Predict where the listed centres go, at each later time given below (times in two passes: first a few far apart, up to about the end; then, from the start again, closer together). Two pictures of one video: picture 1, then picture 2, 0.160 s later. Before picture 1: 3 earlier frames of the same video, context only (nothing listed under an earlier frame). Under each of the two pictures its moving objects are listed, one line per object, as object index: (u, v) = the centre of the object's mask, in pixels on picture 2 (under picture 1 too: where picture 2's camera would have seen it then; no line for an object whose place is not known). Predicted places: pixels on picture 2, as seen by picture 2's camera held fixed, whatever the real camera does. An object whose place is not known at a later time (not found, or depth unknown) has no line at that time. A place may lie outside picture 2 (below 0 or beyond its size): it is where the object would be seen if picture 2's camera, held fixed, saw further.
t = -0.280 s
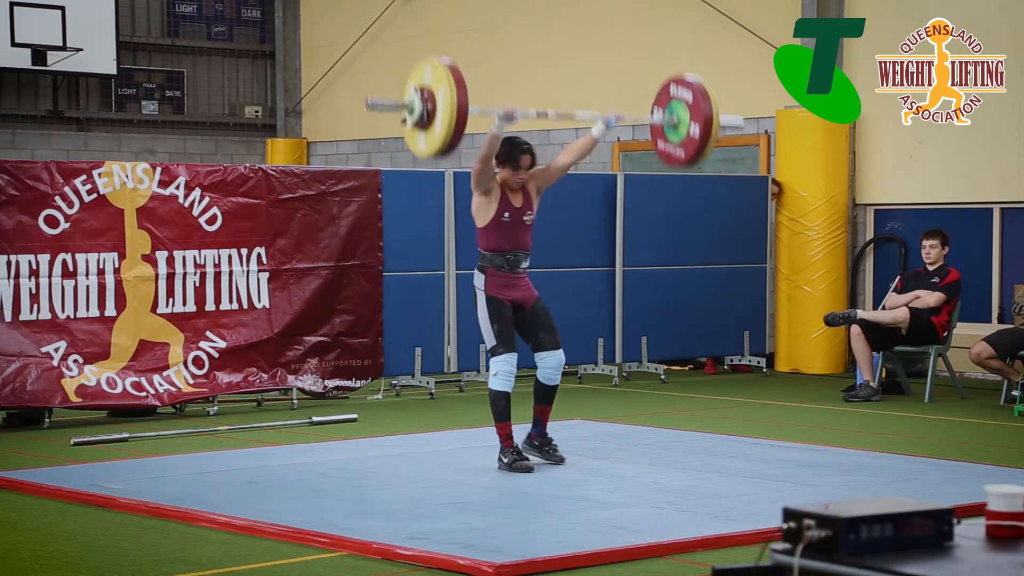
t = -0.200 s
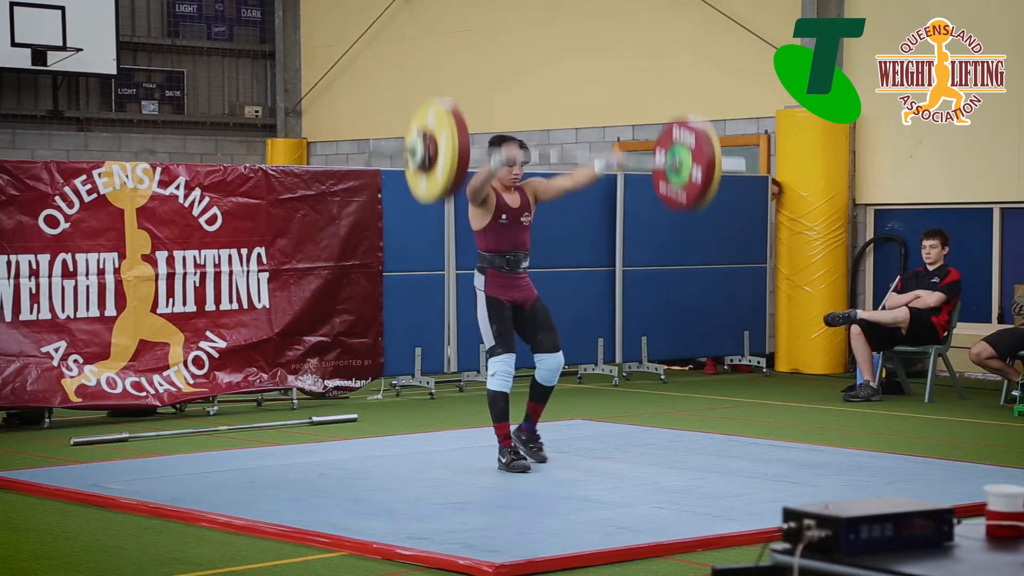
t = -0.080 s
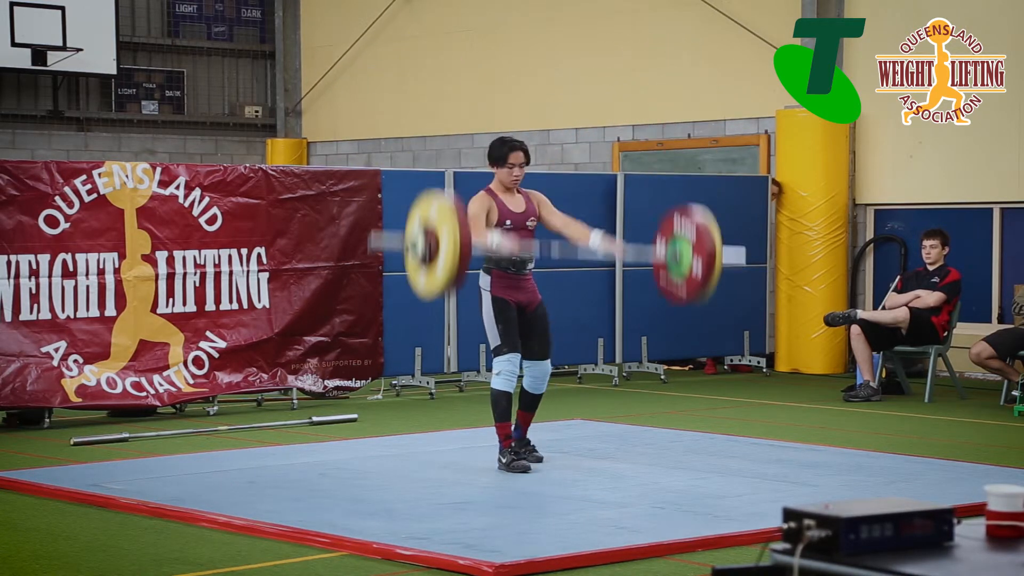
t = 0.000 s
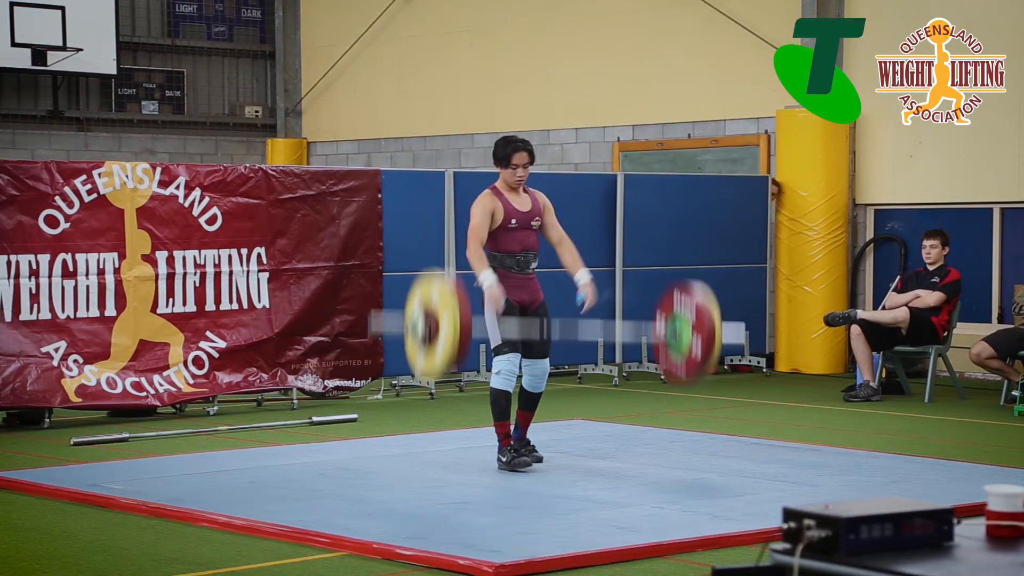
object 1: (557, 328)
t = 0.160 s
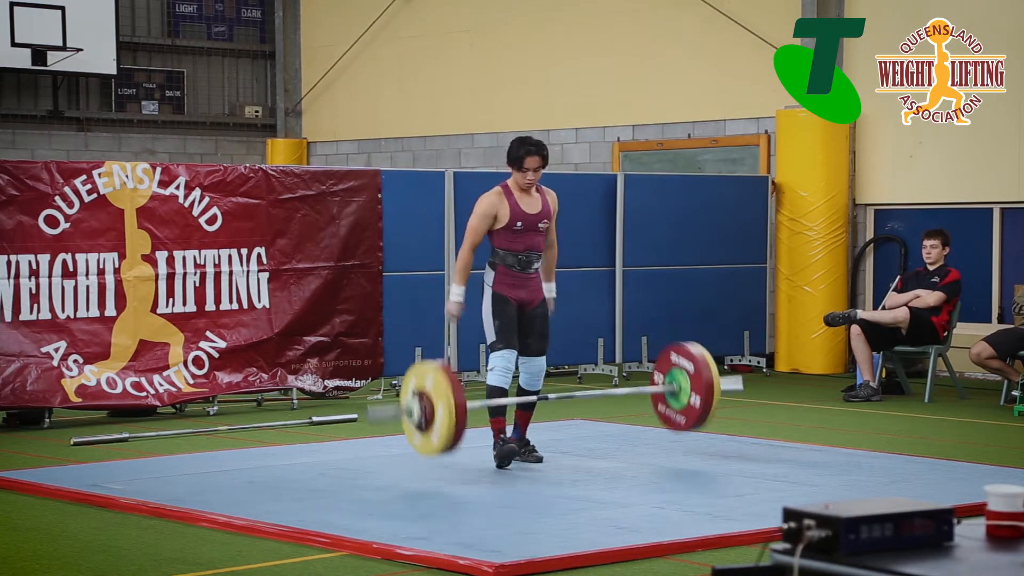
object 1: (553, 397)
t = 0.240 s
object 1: (548, 372)
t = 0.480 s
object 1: (535, 368)
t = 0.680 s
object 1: (526, 423)
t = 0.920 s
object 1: (510, 424)
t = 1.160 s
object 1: (497, 432)
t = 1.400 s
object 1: (490, 433)
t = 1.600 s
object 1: (492, 433)
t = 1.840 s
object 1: (491, 433)
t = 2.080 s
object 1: (490, 434)
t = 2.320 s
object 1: (491, 433)
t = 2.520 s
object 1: (491, 433)
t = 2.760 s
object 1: (491, 433)
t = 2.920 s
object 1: (491, 433)
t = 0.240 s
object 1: (548, 372)
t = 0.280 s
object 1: (546, 363)
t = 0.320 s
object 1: (545, 358)
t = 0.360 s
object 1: (543, 355)
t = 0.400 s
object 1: (541, 356)
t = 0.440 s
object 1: (538, 360)
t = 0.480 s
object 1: (535, 368)
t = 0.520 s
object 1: (533, 378)
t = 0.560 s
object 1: (531, 392)
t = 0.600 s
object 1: (532, 409)
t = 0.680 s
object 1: (526, 423)
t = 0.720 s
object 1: (523, 415)
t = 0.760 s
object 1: (521, 411)
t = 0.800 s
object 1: (518, 409)
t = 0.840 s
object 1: (517, 411)
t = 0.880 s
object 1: (515, 416)
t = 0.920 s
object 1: (510, 424)
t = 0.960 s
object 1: (508, 431)
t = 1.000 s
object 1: (506, 427)
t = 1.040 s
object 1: (504, 425)
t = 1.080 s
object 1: (501, 426)
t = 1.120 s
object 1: (499, 430)
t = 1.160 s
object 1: (497, 432)
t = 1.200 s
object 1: (494, 430)
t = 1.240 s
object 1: (493, 432)
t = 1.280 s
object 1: (492, 433)
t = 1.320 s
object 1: (491, 433)
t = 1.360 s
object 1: (490, 433)
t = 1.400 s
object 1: (490, 433)
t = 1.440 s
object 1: (490, 433)
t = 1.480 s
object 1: (491, 433)
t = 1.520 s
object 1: (492, 433)
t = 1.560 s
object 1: (491, 433)
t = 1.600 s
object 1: (492, 433)
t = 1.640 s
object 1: (491, 433)
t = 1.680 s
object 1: (491, 433)
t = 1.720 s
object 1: (491, 433)
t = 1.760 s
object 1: (491, 433)
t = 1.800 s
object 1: (491, 433)
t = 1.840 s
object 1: (491, 433)
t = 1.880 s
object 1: (491, 433)
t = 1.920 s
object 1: (491, 433)
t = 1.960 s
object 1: (491, 433)
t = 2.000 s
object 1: (491, 433)
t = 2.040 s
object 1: (490, 433)
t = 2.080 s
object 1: (490, 434)
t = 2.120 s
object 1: (491, 433)
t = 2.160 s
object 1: (491, 433)
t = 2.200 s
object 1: (491, 433)
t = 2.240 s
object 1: (491, 433)
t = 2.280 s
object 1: (491, 433)
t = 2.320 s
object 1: (491, 433)
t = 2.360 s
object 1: (491, 433)
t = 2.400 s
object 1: (491, 433)
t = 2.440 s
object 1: (491, 433)
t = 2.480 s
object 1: (491, 433)
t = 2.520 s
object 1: (491, 433)
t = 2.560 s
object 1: (491, 433)
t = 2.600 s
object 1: (491, 433)
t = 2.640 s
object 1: (491, 433)
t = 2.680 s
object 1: (491, 433)
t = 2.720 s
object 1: (491, 433)
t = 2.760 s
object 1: (491, 433)
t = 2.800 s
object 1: (491, 433)
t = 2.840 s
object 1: (491, 433)
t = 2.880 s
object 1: (491, 433)
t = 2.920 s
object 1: (491, 433)
